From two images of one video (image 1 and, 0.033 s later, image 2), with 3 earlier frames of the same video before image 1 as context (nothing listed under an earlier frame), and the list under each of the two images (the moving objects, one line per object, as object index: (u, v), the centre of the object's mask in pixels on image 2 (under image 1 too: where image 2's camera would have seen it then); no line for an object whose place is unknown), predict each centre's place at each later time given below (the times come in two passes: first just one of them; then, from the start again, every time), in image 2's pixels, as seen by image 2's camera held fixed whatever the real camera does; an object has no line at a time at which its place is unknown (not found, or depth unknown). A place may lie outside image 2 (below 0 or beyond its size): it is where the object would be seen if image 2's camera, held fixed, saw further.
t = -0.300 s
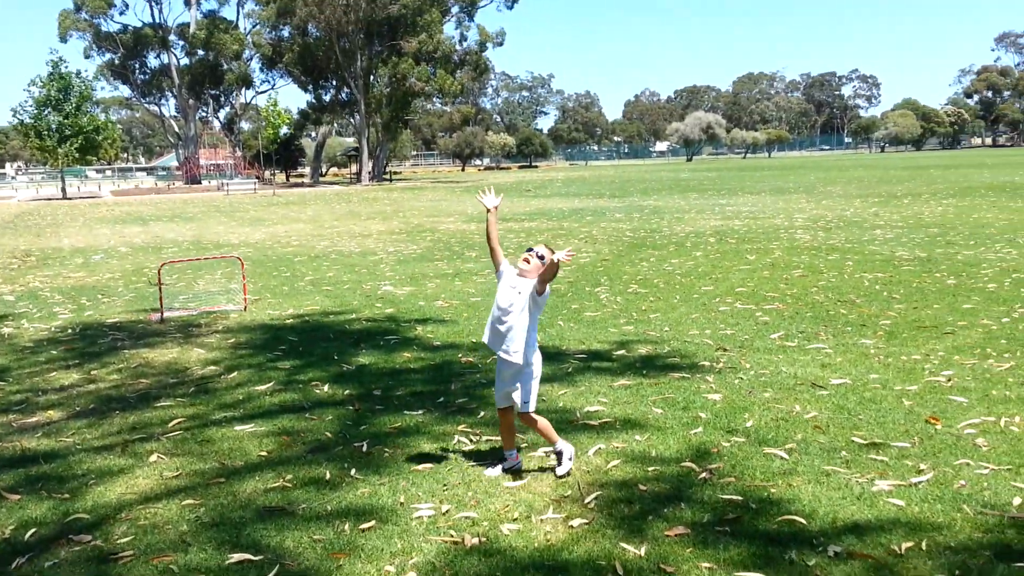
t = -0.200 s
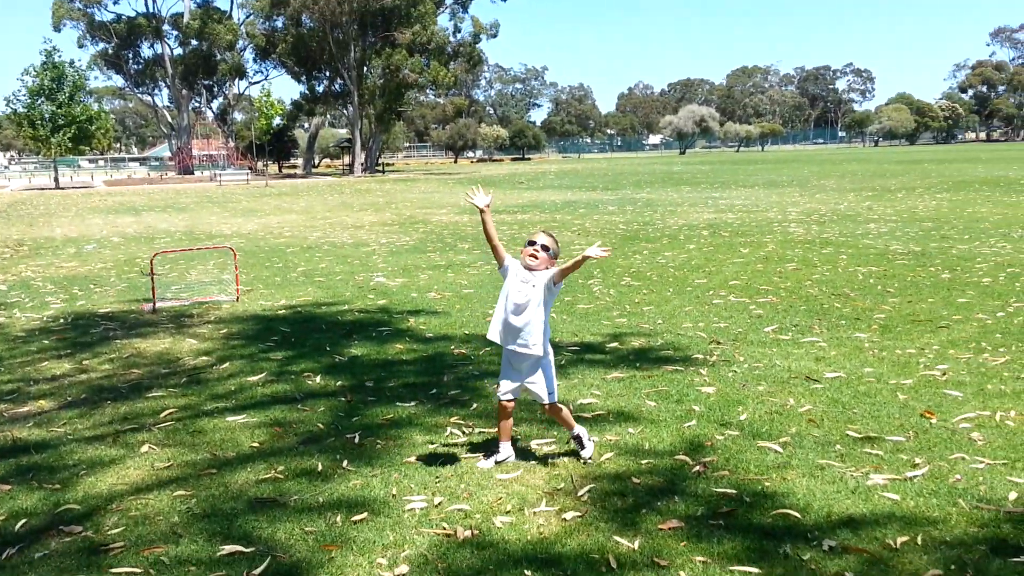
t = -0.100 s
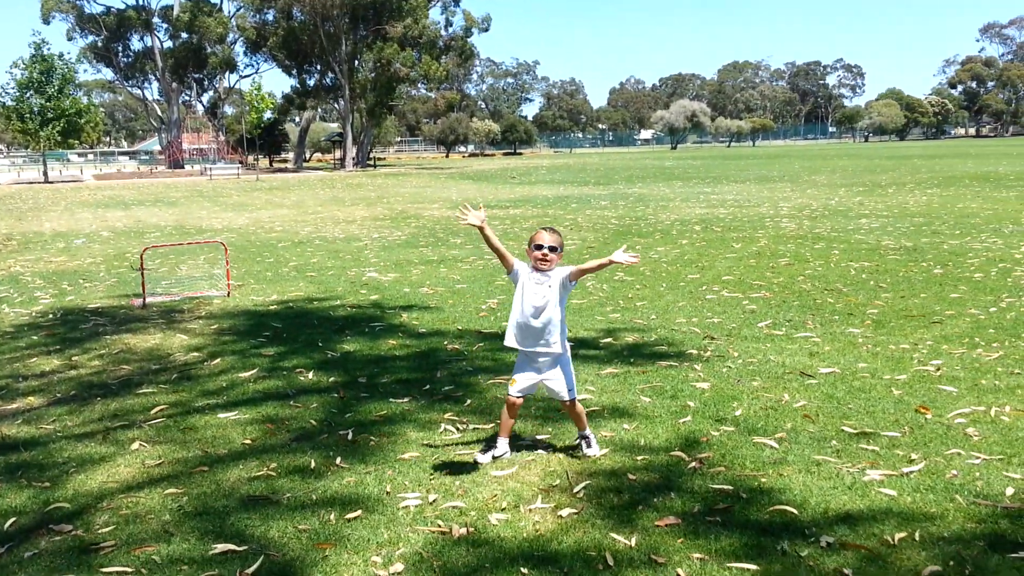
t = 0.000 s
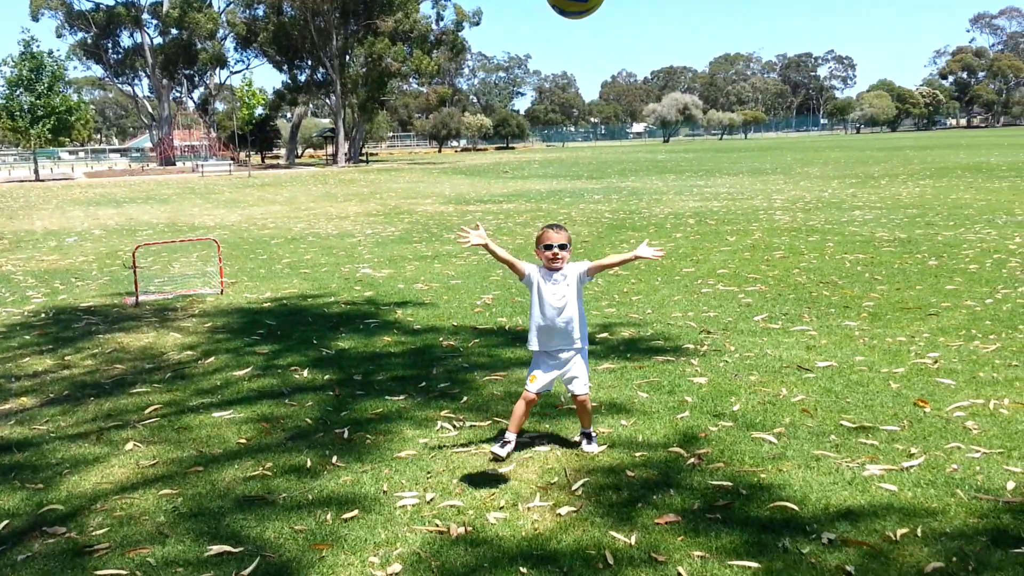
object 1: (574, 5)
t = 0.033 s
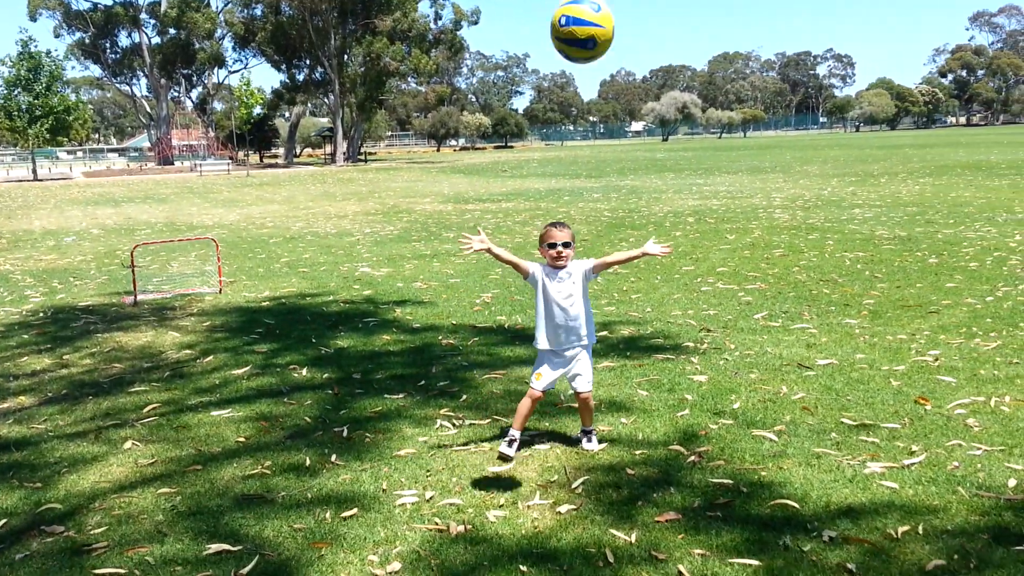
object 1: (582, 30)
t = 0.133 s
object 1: (606, 189)
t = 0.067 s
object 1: (591, 77)
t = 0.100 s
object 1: (599, 132)
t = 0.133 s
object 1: (606, 189)
